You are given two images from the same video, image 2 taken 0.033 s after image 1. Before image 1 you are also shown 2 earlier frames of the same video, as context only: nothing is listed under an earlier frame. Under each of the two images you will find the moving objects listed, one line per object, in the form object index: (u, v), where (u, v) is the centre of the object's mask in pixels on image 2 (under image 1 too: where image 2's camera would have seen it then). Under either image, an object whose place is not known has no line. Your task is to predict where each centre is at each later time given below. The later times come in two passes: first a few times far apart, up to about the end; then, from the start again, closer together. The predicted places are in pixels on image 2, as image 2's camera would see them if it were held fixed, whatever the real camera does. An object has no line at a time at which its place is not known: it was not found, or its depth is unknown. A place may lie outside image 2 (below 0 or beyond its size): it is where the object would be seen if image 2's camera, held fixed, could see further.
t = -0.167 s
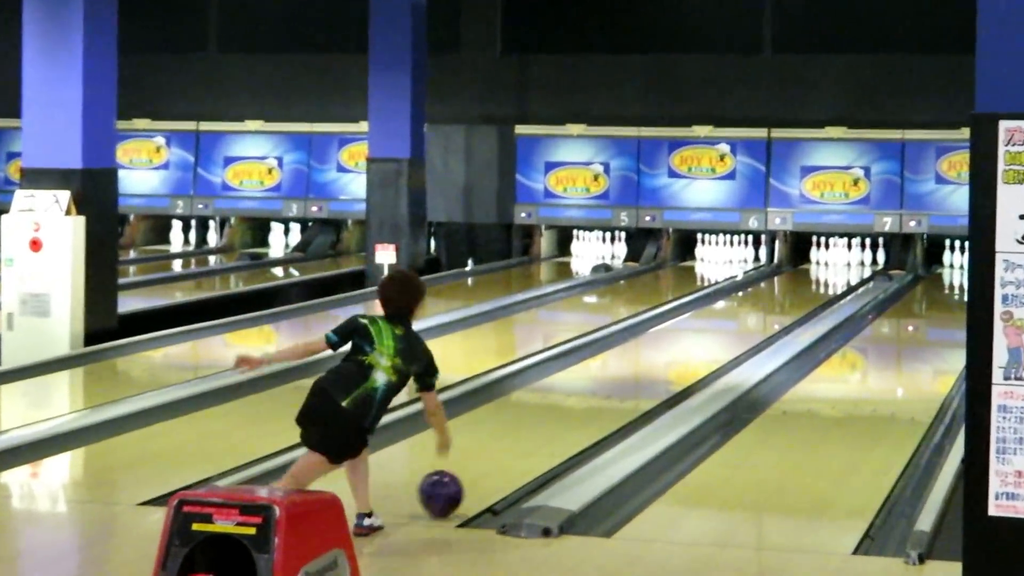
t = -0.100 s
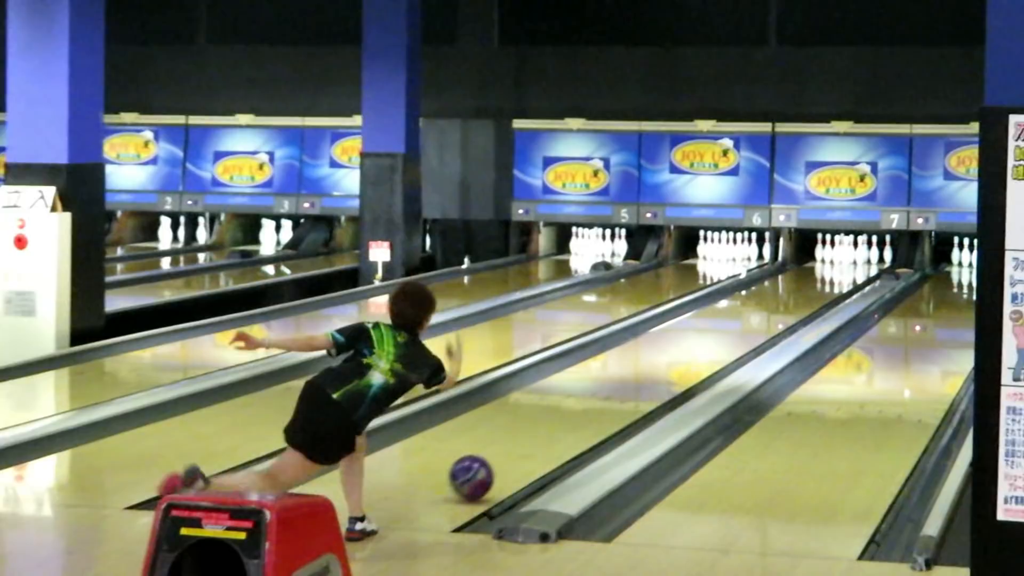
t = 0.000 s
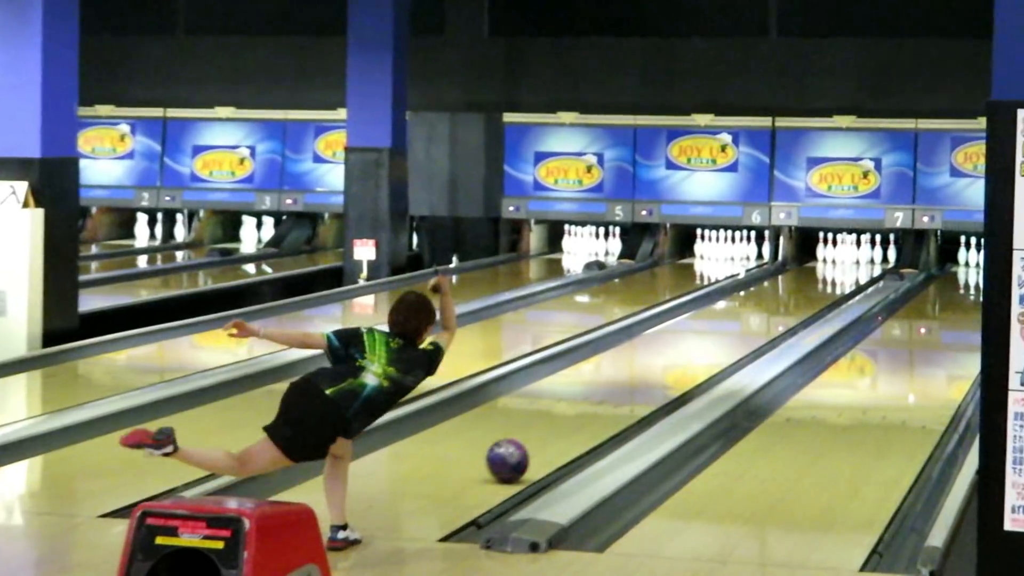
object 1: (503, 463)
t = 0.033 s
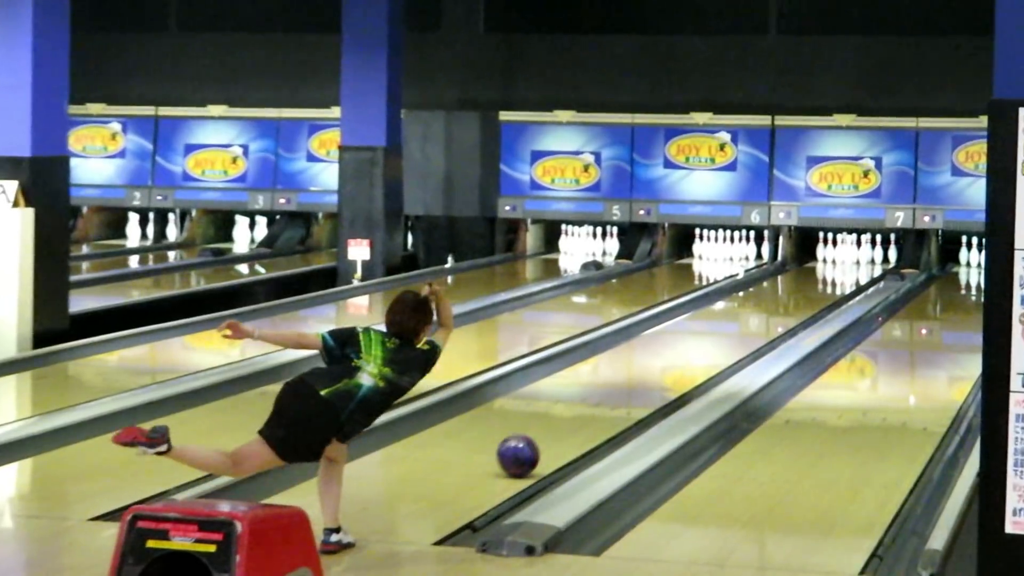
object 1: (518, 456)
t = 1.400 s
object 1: (803, 301)
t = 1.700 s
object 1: (827, 286)
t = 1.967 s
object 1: (844, 274)
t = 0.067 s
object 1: (532, 448)
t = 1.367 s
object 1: (800, 303)
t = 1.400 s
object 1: (803, 301)
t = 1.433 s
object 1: (807, 299)
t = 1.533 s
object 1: (816, 294)
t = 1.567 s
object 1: (818, 292)
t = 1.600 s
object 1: (821, 290)
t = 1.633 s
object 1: (823, 288)
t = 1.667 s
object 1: (825, 287)
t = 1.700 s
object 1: (827, 286)
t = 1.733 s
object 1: (830, 284)
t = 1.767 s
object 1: (832, 283)
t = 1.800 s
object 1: (834, 281)
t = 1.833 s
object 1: (836, 279)
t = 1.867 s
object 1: (838, 278)
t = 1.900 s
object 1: (840, 276)
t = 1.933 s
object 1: (842, 275)
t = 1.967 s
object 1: (844, 274)
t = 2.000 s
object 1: (846, 273)
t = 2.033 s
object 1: (848, 272)
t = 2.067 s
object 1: (850, 270)
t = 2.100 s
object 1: (850, 269)
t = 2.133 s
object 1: (852, 267)
